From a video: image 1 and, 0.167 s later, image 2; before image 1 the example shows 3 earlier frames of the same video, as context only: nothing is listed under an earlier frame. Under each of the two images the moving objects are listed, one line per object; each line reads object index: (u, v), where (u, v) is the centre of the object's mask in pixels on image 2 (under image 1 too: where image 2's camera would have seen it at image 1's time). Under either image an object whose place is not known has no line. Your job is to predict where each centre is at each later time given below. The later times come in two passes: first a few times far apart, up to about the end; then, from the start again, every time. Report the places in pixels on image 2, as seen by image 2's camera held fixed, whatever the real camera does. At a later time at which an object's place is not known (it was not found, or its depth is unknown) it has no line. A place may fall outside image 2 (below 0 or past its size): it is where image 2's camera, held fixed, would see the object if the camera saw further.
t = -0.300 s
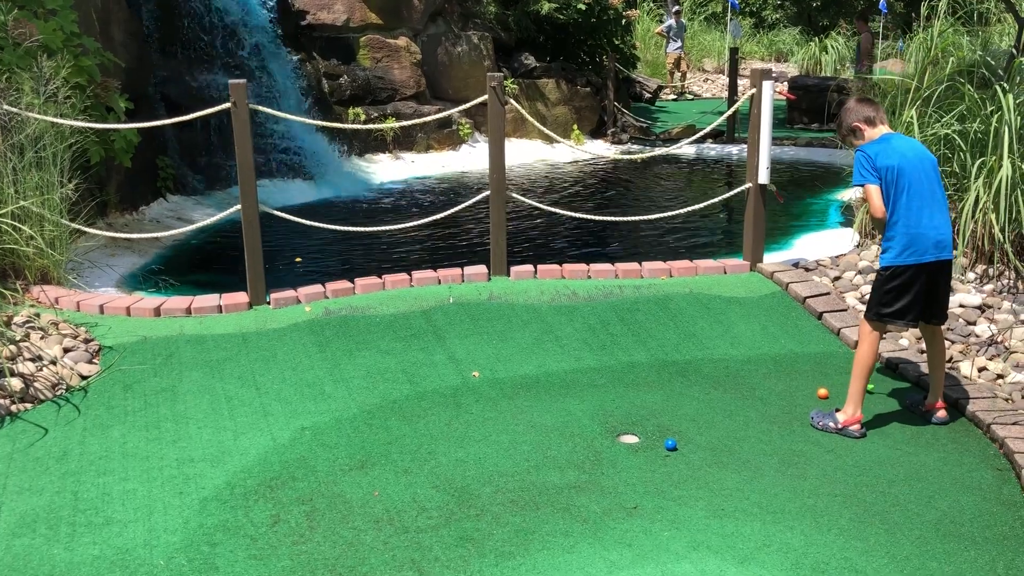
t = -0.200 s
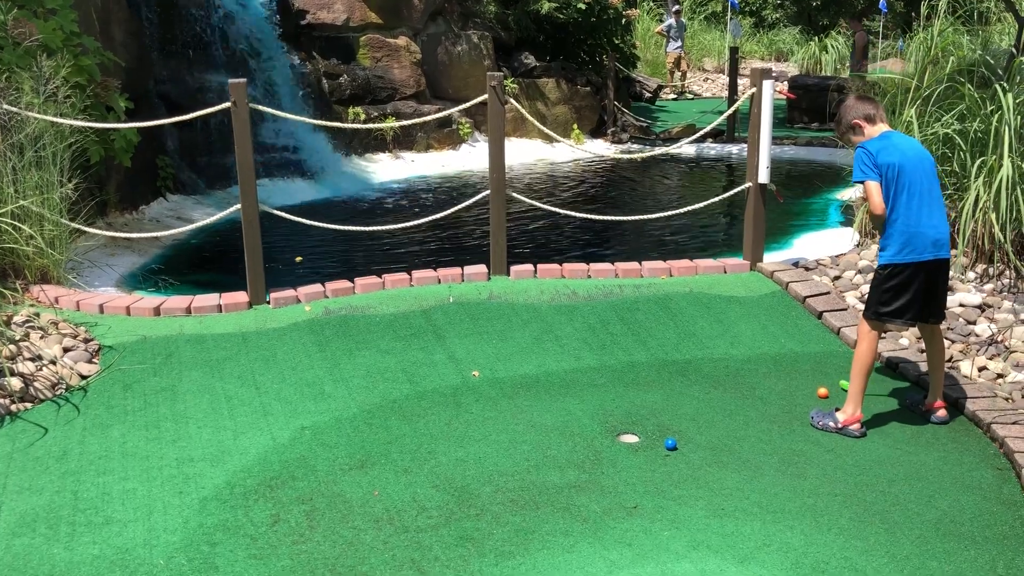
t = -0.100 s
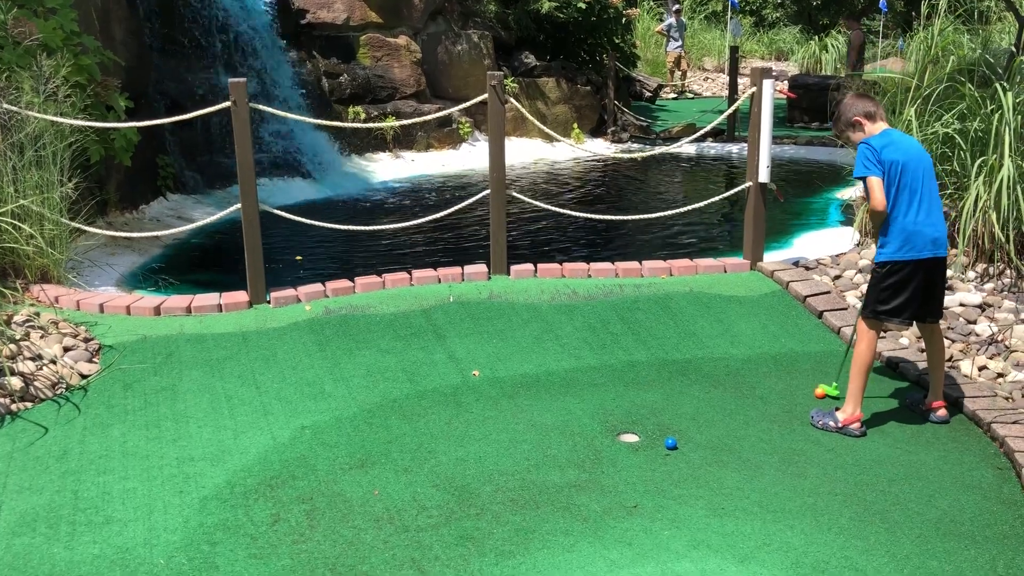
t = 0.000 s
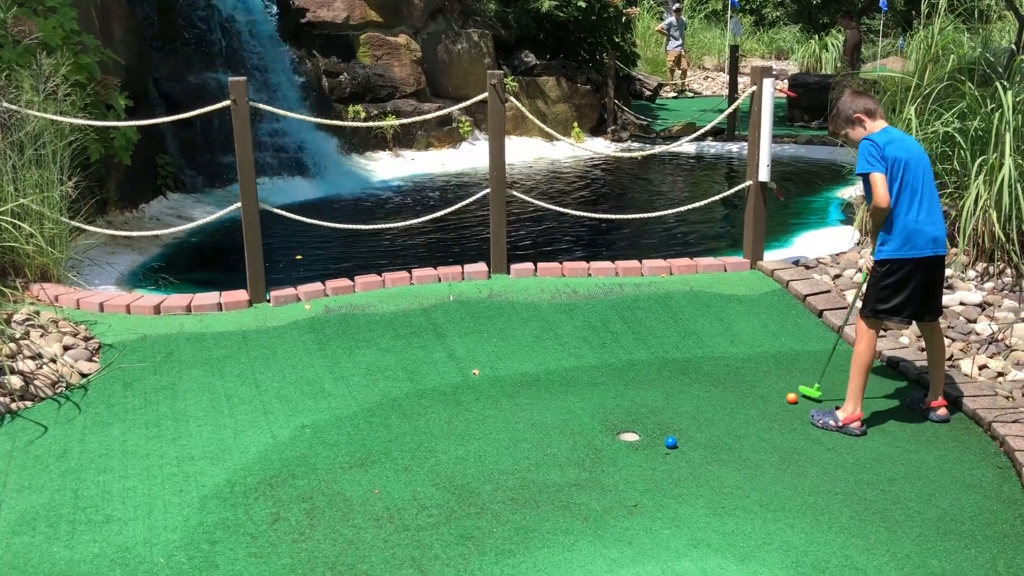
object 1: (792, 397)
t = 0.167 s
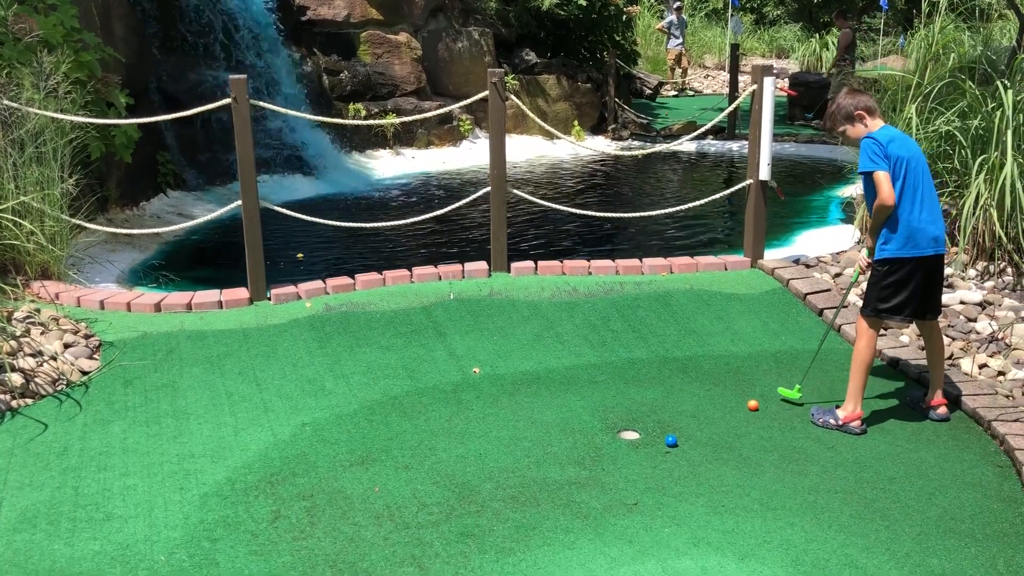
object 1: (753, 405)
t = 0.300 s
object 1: (722, 412)
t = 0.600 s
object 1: (657, 426)
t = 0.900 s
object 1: (600, 427)
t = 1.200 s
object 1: (557, 421)
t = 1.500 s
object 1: (524, 418)
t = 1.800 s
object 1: (502, 417)
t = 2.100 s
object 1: (492, 416)
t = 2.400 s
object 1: (491, 416)
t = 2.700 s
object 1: (491, 416)
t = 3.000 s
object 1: (491, 416)
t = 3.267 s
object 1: (491, 416)
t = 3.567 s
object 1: (491, 416)
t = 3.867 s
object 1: (491, 416)
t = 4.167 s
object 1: (491, 416)
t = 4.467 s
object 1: (491, 416)
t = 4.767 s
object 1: (491, 416)
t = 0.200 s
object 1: (745, 407)
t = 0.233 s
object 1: (737, 409)
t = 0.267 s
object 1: (730, 411)
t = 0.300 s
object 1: (722, 412)
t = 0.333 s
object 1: (714, 414)
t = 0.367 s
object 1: (707, 416)
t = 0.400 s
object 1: (699, 417)
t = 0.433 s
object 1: (692, 418)
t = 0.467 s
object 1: (685, 420)
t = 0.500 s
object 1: (678, 422)
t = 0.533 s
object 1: (671, 423)
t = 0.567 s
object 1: (664, 425)
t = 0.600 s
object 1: (657, 426)
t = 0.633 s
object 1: (650, 427)
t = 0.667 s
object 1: (643, 429)
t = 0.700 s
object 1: (636, 432)
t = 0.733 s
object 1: (628, 433)
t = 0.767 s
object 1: (621, 431)
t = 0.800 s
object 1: (615, 430)
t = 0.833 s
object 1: (610, 427)
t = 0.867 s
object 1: (605, 427)
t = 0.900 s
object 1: (600, 427)
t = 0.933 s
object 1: (595, 425)
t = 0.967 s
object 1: (590, 425)
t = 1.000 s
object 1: (585, 424)
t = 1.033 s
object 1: (580, 424)
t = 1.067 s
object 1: (575, 423)
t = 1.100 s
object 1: (570, 423)
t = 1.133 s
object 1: (566, 422)
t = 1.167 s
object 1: (561, 422)
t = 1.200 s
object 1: (557, 421)
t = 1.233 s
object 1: (553, 421)
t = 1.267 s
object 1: (549, 420)
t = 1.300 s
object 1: (545, 420)
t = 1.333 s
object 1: (541, 419)
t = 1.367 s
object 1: (537, 419)
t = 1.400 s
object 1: (534, 419)
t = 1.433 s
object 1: (530, 418)
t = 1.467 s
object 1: (527, 418)
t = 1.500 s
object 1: (524, 418)
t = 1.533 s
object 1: (521, 418)
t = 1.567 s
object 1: (518, 417)
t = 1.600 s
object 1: (515, 417)
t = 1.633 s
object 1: (512, 417)
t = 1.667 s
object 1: (510, 417)
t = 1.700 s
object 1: (508, 417)
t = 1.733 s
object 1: (506, 417)
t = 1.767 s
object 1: (504, 417)
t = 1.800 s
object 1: (502, 417)
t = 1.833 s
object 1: (501, 417)
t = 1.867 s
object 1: (499, 417)
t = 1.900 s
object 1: (498, 417)
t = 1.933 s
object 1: (496, 417)
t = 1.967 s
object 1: (495, 417)
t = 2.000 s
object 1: (494, 416)
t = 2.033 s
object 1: (493, 416)
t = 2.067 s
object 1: (493, 416)
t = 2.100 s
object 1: (492, 416)
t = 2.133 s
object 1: (492, 416)
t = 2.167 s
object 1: (491, 416)
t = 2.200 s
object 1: (491, 416)
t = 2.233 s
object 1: (491, 416)
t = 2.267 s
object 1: (491, 416)
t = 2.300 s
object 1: (491, 416)
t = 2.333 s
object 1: (491, 416)
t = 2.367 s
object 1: (491, 416)
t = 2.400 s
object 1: (491, 416)
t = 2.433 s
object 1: (491, 416)
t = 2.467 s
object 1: (491, 416)
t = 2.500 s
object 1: (491, 416)
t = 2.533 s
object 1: (491, 416)
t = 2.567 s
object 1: (491, 416)
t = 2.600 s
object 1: (491, 417)
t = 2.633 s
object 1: (491, 417)
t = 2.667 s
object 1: (491, 416)
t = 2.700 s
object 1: (491, 416)
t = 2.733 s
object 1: (491, 416)
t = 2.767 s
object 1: (491, 416)
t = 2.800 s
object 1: (491, 416)
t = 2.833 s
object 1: (491, 416)
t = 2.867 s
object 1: (491, 416)
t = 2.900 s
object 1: (491, 416)
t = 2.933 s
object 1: (491, 416)
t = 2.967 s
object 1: (491, 416)
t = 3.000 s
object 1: (491, 416)
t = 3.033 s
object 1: (491, 416)
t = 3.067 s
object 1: (491, 416)
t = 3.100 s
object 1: (491, 416)
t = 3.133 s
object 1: (491, 416)
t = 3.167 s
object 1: (491, 416)
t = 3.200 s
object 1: (491, 416)
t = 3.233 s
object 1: (491, 416)
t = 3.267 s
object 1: (491, 416)
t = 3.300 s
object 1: (491, 416)
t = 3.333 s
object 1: (491, 416)
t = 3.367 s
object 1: (491, 416)
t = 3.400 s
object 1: (491, 417)
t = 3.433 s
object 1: (491, 416)
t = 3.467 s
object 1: (491, 416)
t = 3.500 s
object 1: (491, 416)
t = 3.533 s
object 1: (491, 416)
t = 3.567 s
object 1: (491, 416)
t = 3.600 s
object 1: (491, 416)
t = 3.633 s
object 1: (491, 416)
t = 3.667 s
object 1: (491, 417)
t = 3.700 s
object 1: (491, 417)
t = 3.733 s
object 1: (491, 416)
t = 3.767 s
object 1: (491, 416)
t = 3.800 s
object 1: (491, 416)
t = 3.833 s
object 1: (491, 416)
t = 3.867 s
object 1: (491, 416)
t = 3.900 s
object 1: (491, 416)
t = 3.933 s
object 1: (491, 416)
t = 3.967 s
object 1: (491, 416)
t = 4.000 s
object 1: (491, 416)
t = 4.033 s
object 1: (491, 416)
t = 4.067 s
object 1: (491, 416)
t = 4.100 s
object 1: (491, 416)
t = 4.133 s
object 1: (491, 416)
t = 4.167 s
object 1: (491, 416)
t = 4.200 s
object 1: (491, 416)
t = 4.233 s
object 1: (491, 416)
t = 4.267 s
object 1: (491, 416)
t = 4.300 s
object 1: (491, 416)
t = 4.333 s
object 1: (491, 416)
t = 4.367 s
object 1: (491, 416)
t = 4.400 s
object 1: (491, 416)
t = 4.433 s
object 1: (491, 416)
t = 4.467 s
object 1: (491, 416)
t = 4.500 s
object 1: (491, 416)
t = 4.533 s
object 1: (491, 416)
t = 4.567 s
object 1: (491, 416)
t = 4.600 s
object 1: (491, 416)
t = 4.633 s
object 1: (491, 416)
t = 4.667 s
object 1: (491, 416)
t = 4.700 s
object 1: (491, 416)
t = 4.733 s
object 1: (491, 416)
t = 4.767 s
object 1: (491, 416)
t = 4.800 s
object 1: (491, 416)
